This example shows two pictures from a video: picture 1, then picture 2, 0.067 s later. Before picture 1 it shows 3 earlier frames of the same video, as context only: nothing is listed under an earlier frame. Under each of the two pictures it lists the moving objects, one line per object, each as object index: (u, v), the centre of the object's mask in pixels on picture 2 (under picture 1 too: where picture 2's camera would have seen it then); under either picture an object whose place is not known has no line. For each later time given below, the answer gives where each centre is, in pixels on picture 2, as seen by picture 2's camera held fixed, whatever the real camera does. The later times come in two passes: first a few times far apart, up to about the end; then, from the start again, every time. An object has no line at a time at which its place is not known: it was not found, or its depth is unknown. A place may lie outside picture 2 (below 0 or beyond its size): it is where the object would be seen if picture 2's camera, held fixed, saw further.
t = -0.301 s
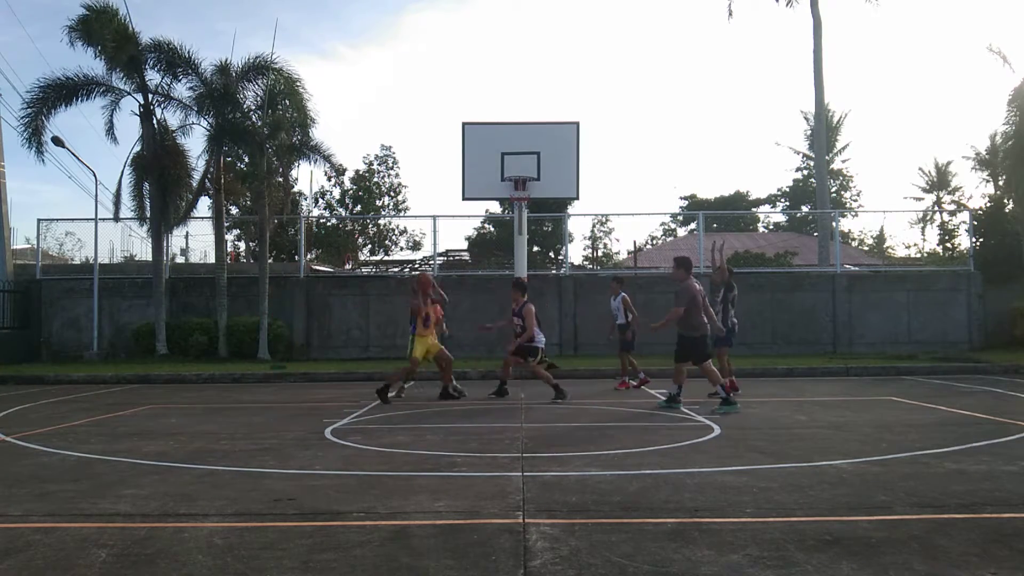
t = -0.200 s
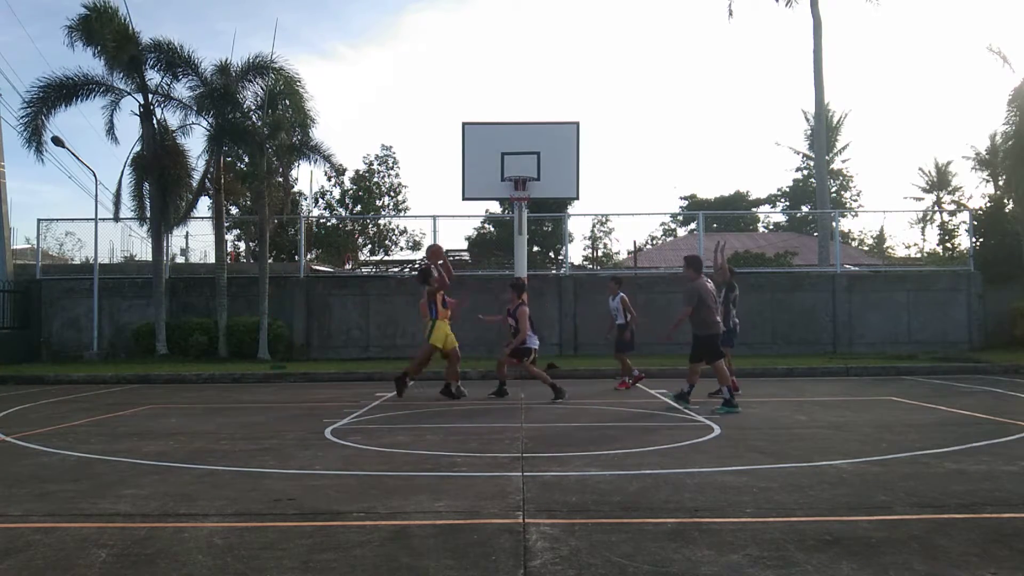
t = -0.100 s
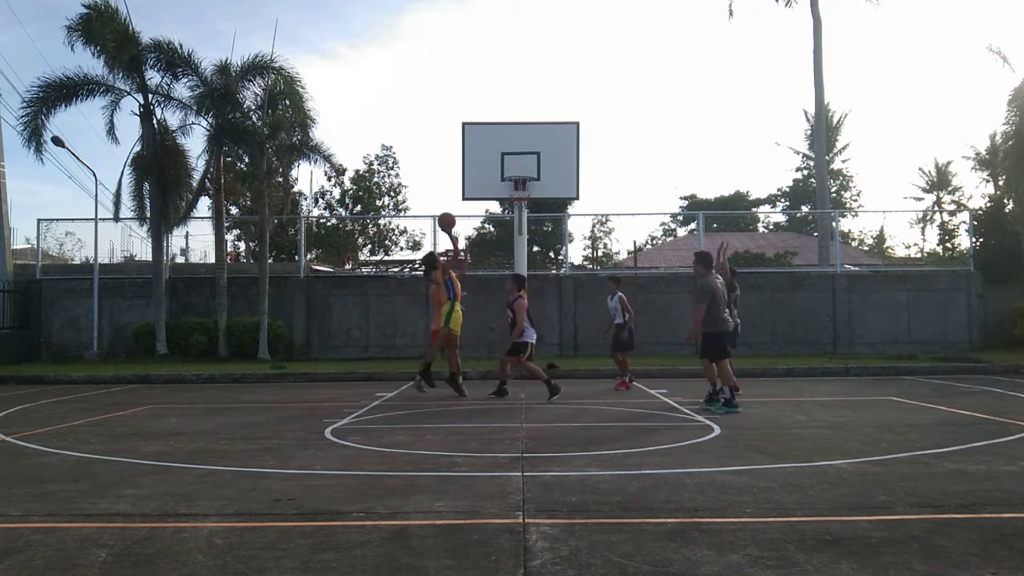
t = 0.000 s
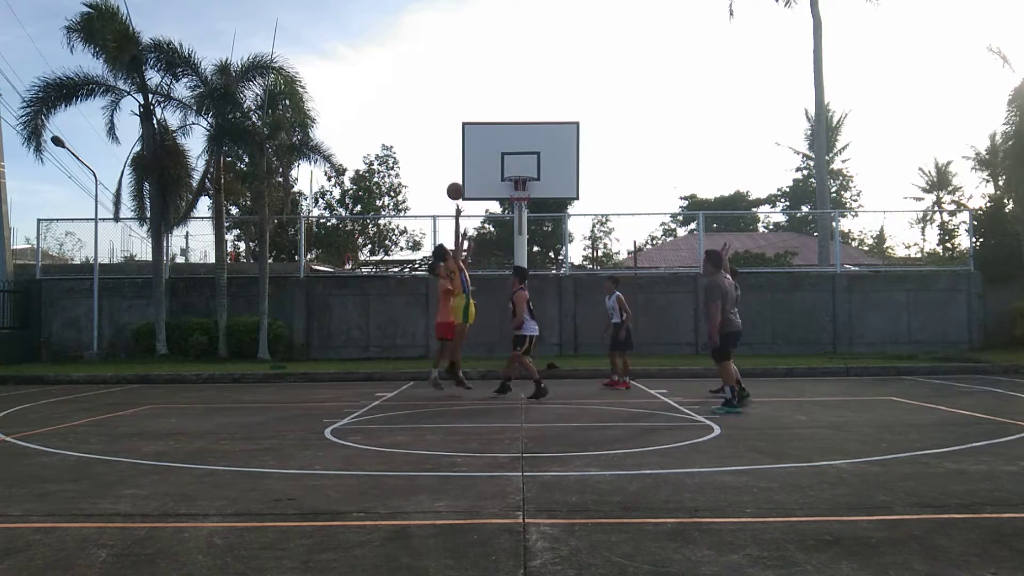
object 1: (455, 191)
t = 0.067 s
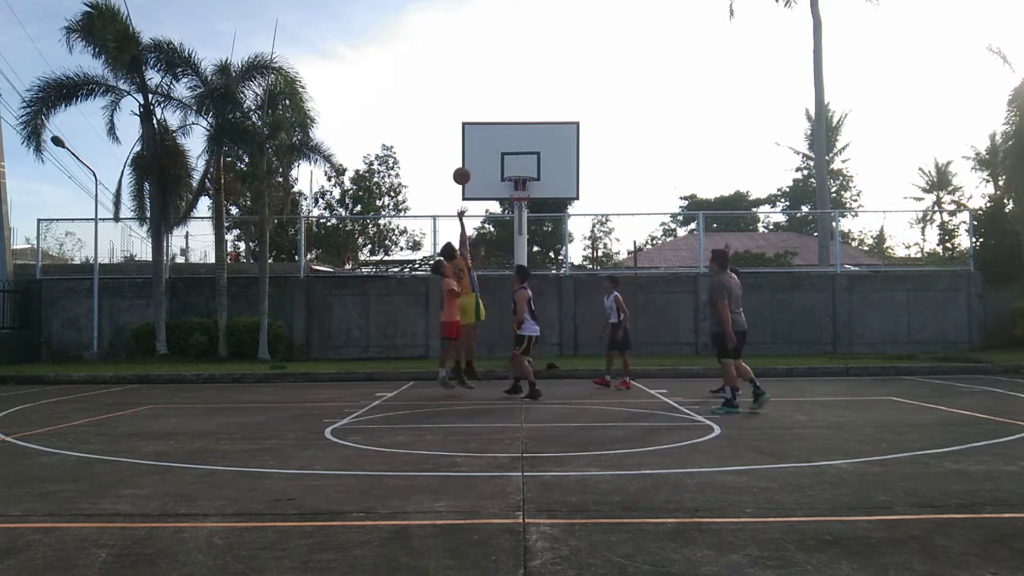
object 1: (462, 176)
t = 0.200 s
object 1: (473, 156)
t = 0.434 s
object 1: (492, 154)
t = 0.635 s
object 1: (503, 170)
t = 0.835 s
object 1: (502, 168)
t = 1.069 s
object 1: (494, 173)
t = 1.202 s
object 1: (487, 186)
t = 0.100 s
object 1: (465, 170)
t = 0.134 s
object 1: (468, 164)
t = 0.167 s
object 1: (471, 160)
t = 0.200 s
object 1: (473, 156)
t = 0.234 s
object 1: (476, 154)
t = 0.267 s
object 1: (479, 152)
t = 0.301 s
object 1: (481, 150)
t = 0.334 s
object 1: (484, 150)
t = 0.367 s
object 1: (487, 150)
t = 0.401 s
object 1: (490, 152)
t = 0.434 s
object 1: (492, 154)
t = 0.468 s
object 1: (495, 156)
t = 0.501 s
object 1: (497, 159)
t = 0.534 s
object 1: (500, 163)
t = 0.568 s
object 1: (502, 168)
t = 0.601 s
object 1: (504, 171)
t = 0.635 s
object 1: (503, 170)
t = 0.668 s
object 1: (503, 169)
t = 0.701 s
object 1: (503, 169)
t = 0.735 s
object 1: (503, 169)
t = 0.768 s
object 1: (503, 168)
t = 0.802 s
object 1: (502, 168)
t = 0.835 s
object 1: (502, 168)
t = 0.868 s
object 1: (502, 170)
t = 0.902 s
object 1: (502, 172)
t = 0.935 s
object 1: (500, 172)
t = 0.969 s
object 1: (499, 171)
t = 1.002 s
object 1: (497, 171)
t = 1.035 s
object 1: (496, 172)
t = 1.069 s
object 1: (494, 173)
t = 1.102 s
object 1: (492, 175)
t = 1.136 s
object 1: (490, 178)
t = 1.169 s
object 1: (488, 182)
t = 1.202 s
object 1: (487, 186)
